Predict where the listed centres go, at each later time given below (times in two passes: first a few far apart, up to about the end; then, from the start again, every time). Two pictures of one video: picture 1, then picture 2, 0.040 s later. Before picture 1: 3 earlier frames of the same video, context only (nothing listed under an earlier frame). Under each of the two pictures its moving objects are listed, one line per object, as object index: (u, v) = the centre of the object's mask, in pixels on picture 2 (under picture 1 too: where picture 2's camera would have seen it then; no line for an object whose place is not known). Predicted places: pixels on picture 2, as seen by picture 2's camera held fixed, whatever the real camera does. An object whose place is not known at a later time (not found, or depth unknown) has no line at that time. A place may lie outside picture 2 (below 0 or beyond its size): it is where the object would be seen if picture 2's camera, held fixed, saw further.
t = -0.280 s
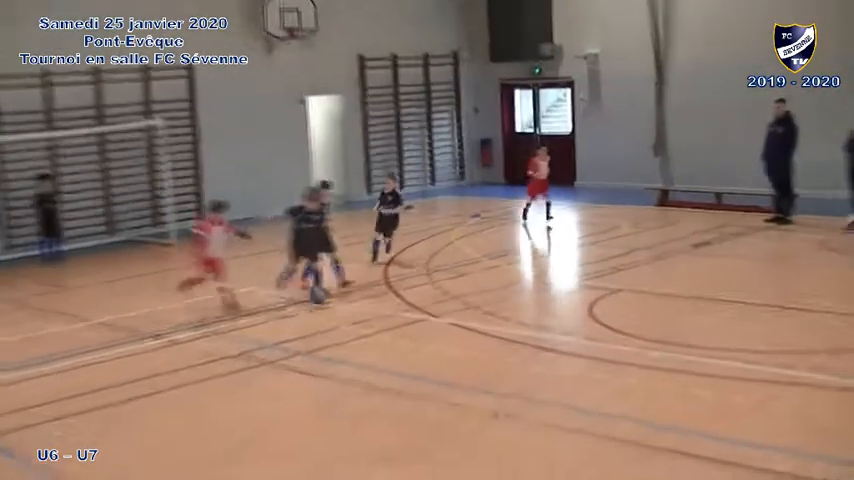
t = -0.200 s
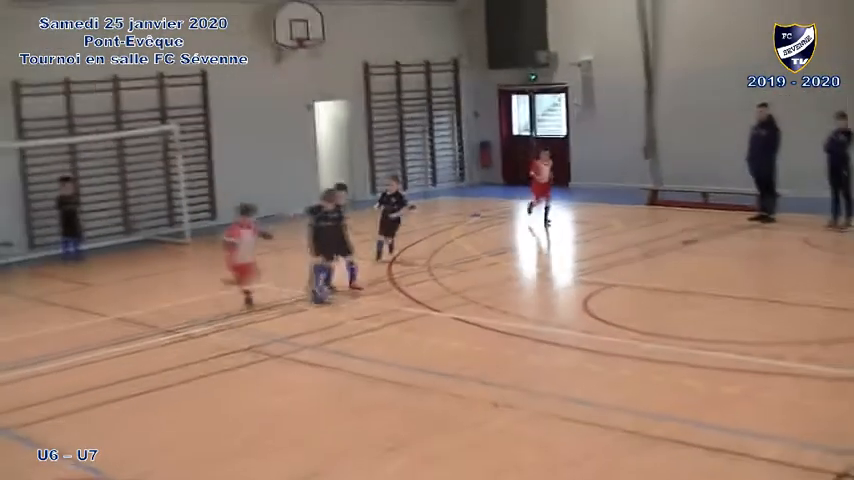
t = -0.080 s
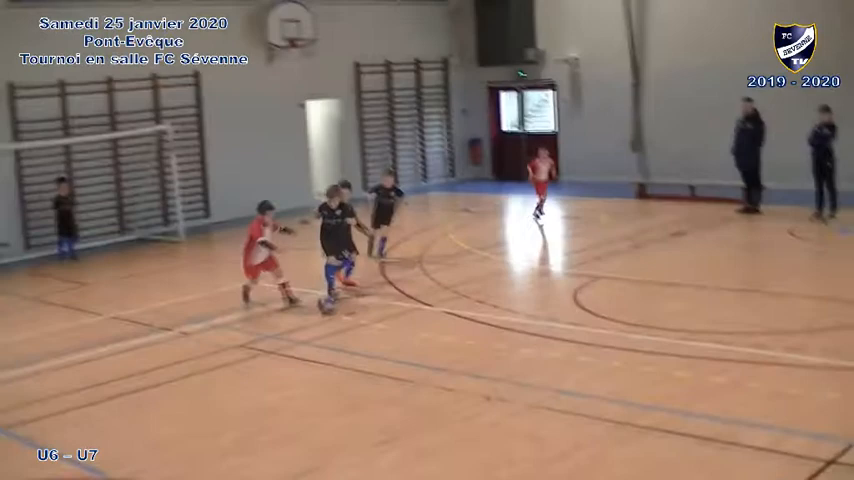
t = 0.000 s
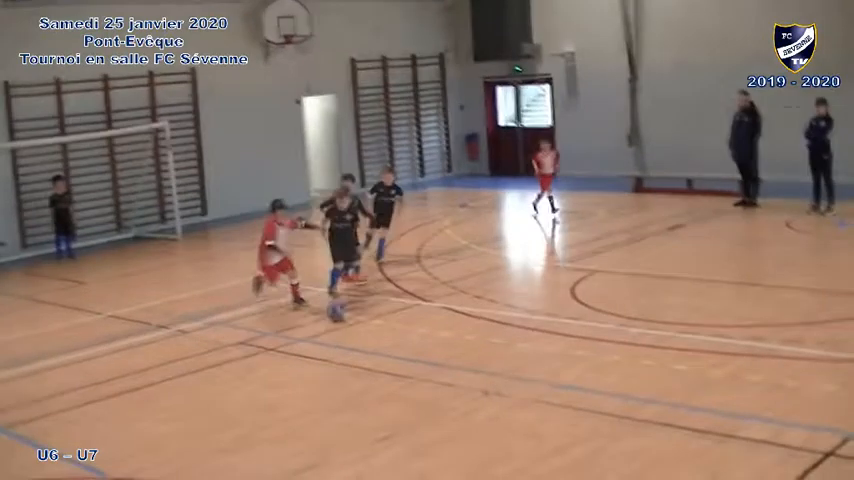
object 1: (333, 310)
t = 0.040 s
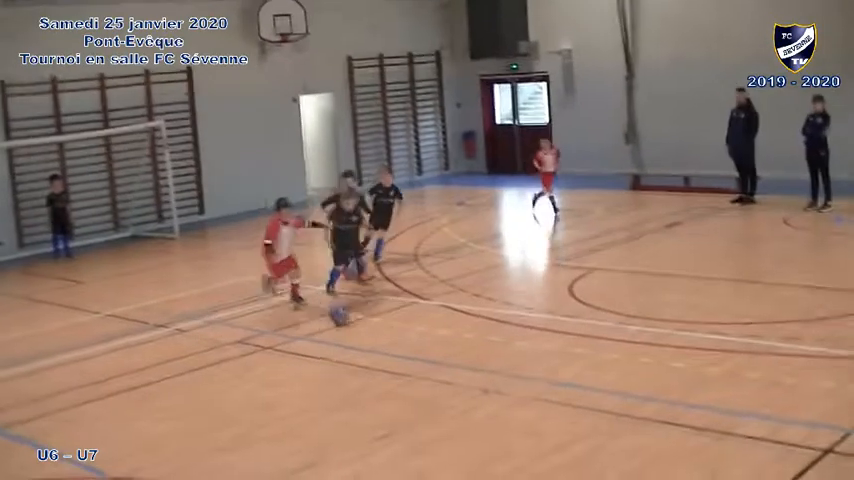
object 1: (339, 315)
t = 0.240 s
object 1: (365, 343)
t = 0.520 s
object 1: (392, 382)
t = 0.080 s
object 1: (344, 322)
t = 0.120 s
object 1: (349, 325)
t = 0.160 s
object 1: (354, 330)
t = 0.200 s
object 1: (361, 337)
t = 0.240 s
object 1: (365, 343)
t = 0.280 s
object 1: (369, 348)
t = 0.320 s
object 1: (371, 354)
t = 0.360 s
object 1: (378, 359)
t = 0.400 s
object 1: (383, 365)
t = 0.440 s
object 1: (387, 372)
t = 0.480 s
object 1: (389, 377)
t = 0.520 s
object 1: (392, 382)
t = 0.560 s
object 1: (394, 387)
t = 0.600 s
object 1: (396, 394)
